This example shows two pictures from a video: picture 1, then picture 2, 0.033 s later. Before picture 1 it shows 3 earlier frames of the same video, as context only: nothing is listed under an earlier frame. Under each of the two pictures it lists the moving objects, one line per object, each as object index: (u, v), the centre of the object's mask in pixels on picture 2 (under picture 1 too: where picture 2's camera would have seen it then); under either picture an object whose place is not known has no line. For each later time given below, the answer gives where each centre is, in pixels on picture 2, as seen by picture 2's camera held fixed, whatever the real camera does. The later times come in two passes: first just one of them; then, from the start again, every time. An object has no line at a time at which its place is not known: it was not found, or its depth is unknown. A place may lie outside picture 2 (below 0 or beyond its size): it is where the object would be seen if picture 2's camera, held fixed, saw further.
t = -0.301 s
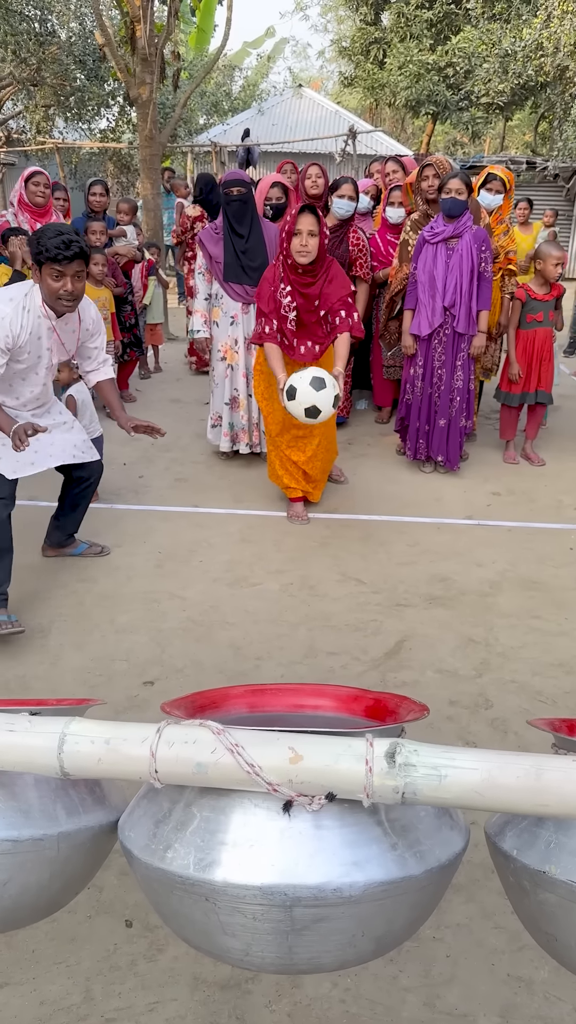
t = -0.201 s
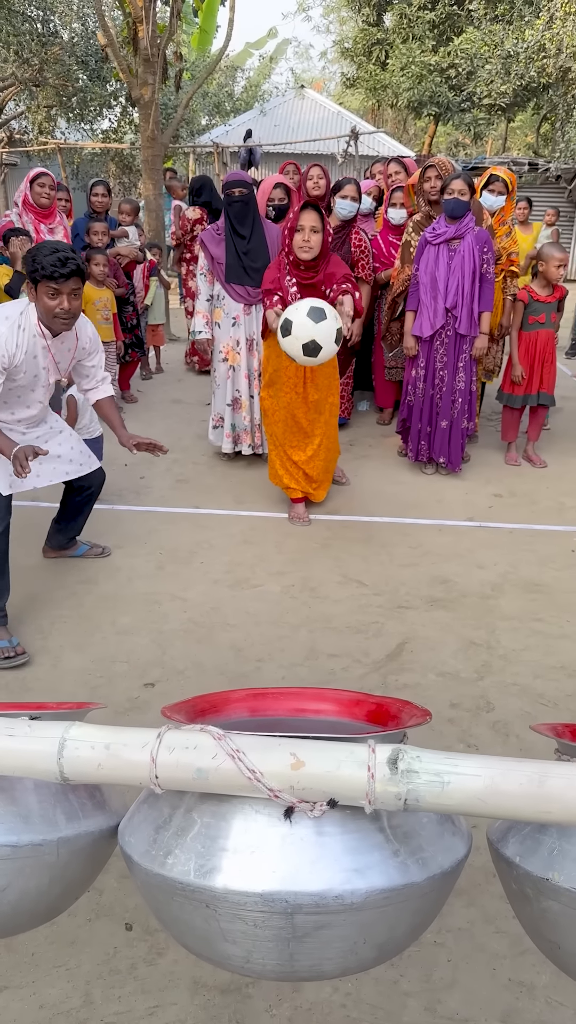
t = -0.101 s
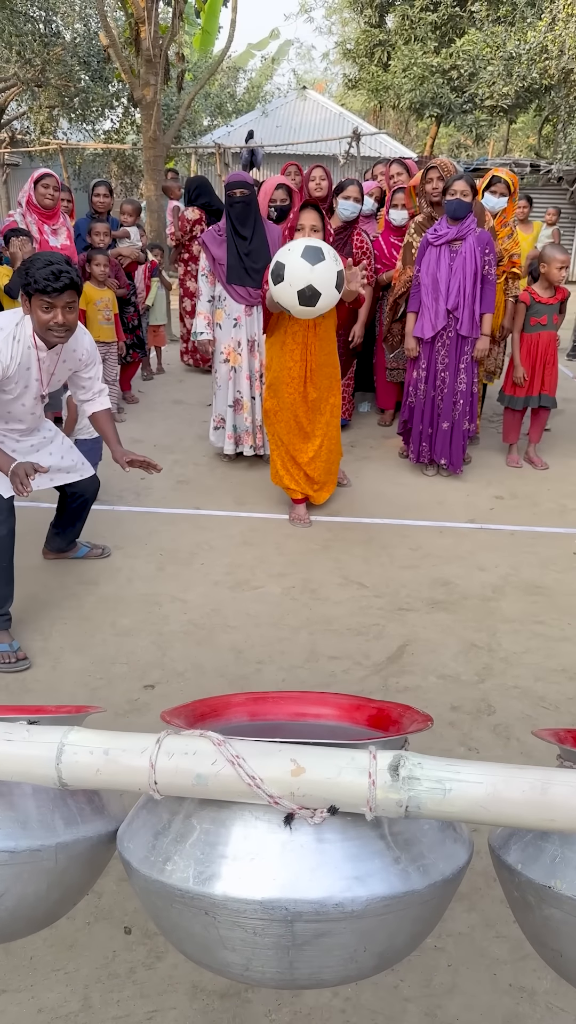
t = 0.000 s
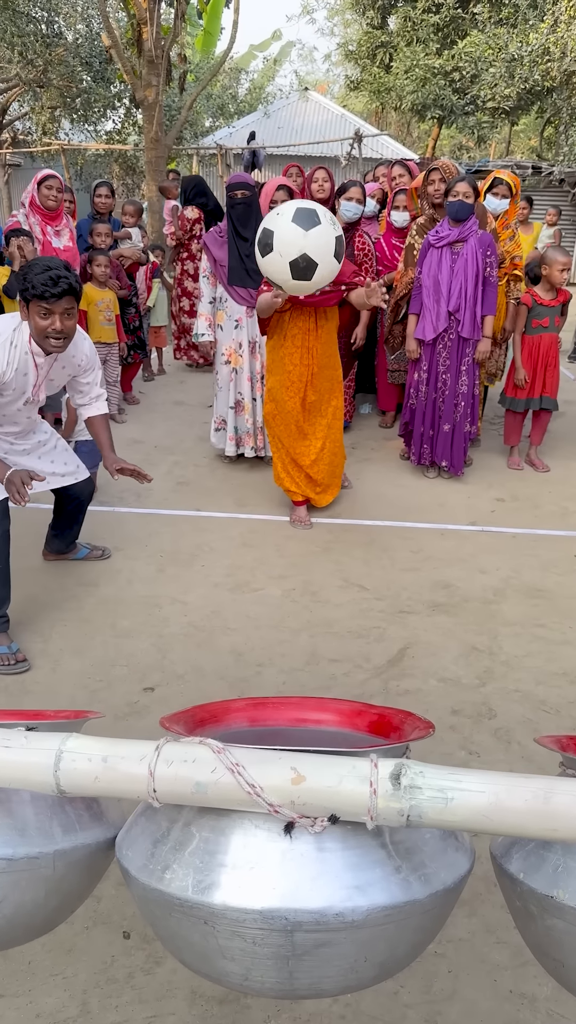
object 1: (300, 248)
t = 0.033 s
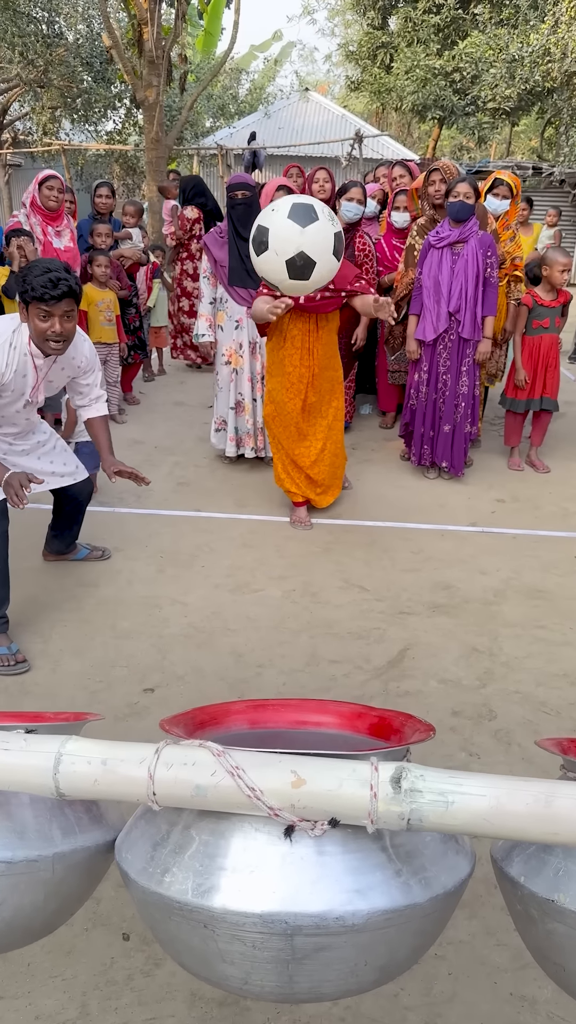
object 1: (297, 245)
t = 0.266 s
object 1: (256, 421)
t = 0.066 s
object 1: (292, 247)
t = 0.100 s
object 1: (288, 256)
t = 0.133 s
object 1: (283, 270)
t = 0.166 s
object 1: (277, 293)
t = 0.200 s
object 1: (271, 325)
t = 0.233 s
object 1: (264, 368)
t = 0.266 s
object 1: (256, 421)
